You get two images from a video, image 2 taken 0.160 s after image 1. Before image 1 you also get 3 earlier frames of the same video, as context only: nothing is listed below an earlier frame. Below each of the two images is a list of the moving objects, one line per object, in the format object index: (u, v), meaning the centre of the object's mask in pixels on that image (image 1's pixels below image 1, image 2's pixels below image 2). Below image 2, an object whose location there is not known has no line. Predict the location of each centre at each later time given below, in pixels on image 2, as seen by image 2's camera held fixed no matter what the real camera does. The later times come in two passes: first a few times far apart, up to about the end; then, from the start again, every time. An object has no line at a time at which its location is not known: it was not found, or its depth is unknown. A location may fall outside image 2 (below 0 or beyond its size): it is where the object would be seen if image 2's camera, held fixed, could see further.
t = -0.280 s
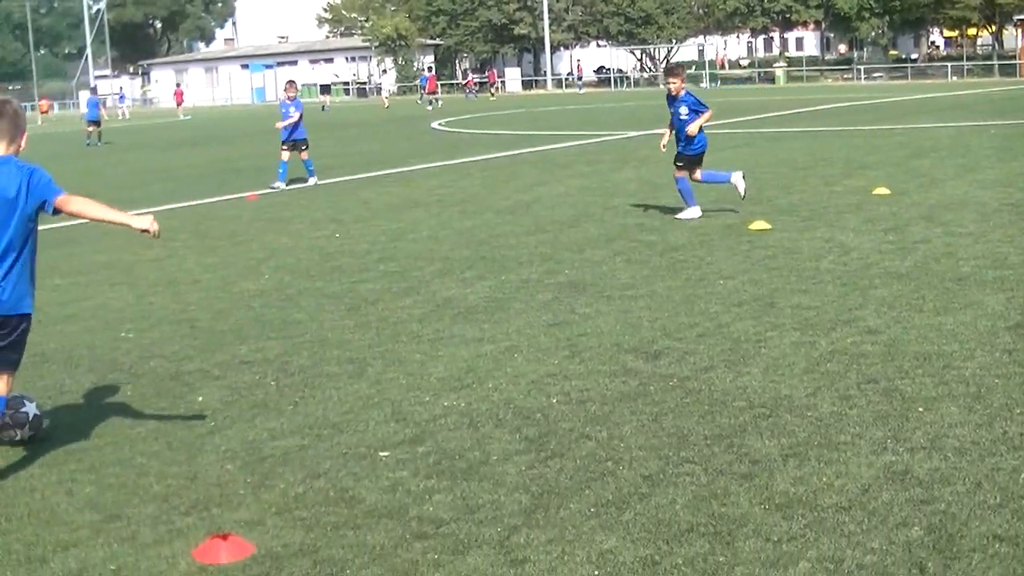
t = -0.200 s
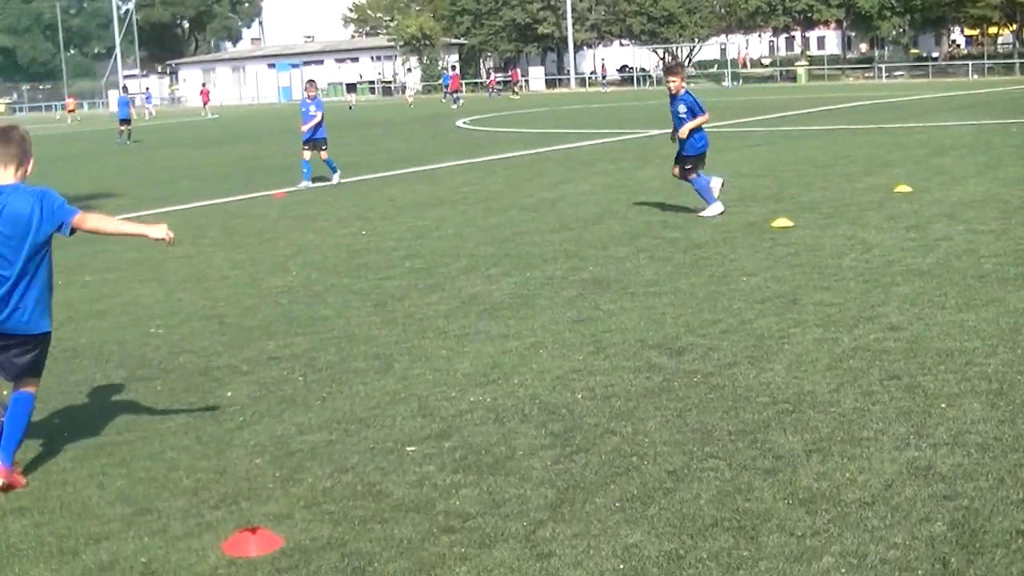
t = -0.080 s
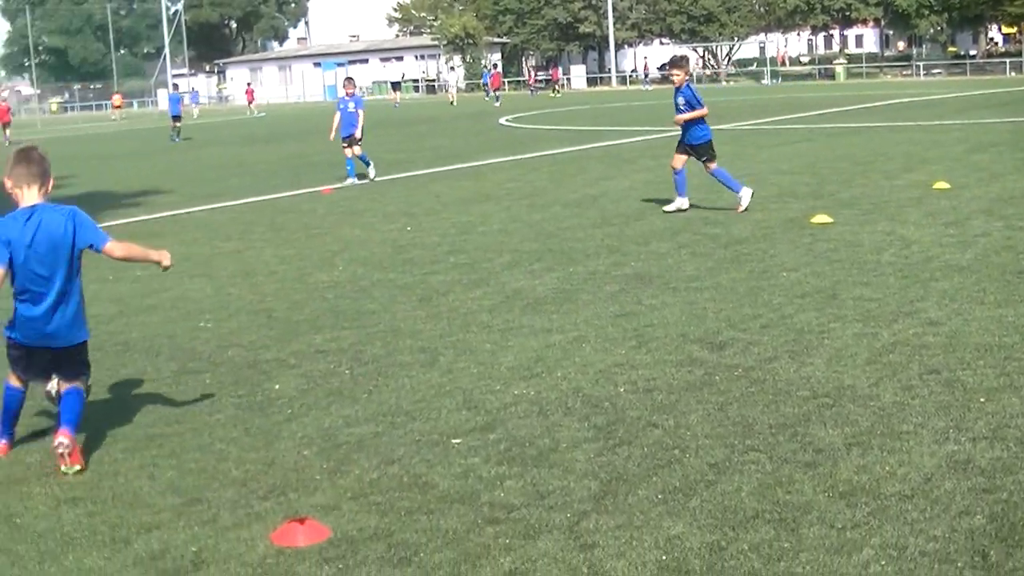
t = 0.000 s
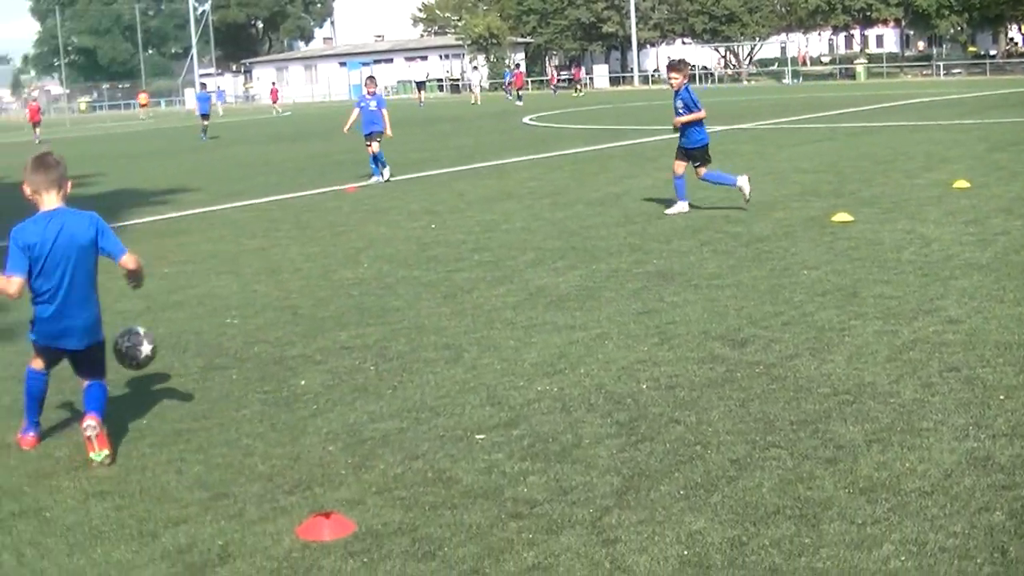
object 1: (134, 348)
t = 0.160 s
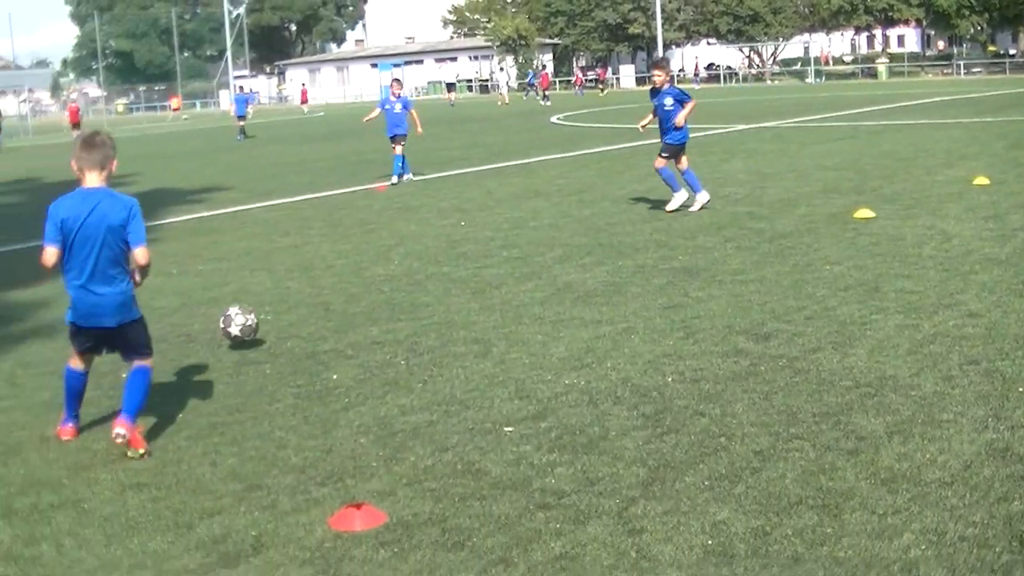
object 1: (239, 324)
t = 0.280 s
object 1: (276, 304)
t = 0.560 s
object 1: (337, 277)
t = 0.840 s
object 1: (379, 258)
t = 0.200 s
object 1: (254, 326)
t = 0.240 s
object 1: (265, 315)
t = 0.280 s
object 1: (276, 304)
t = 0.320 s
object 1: (285, 298)
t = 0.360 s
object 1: (295, 294)
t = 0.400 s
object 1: (305, 291)
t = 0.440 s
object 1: (314, 295)
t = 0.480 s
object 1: (322, 290)
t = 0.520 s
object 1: (329, 282)
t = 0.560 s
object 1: (337, 277)
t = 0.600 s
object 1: (344, 274)
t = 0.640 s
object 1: (350, 274)
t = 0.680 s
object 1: (356, 271)
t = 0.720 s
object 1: (363, 266)
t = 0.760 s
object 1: (368, 262)
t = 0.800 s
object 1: (374, 261)
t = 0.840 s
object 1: (379, 258)
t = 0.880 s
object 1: (384, 253)
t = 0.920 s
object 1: (389, 251)
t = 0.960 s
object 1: (395, 251)
